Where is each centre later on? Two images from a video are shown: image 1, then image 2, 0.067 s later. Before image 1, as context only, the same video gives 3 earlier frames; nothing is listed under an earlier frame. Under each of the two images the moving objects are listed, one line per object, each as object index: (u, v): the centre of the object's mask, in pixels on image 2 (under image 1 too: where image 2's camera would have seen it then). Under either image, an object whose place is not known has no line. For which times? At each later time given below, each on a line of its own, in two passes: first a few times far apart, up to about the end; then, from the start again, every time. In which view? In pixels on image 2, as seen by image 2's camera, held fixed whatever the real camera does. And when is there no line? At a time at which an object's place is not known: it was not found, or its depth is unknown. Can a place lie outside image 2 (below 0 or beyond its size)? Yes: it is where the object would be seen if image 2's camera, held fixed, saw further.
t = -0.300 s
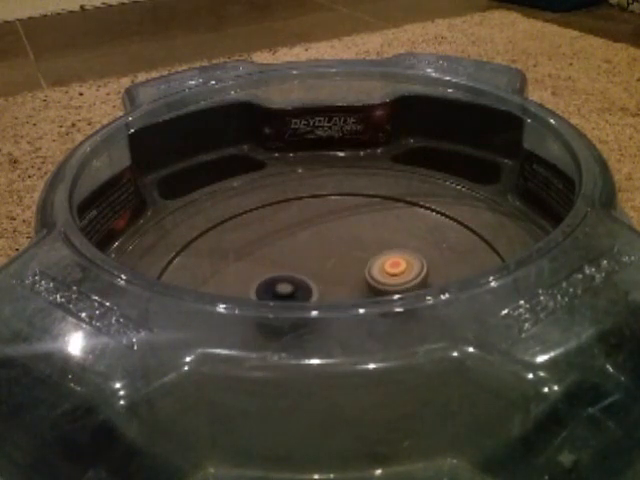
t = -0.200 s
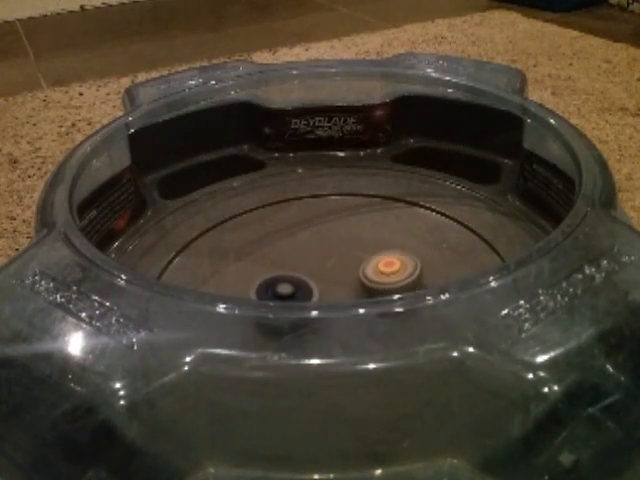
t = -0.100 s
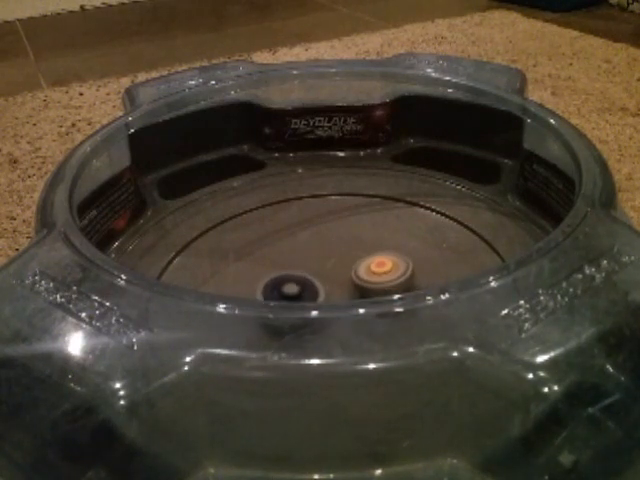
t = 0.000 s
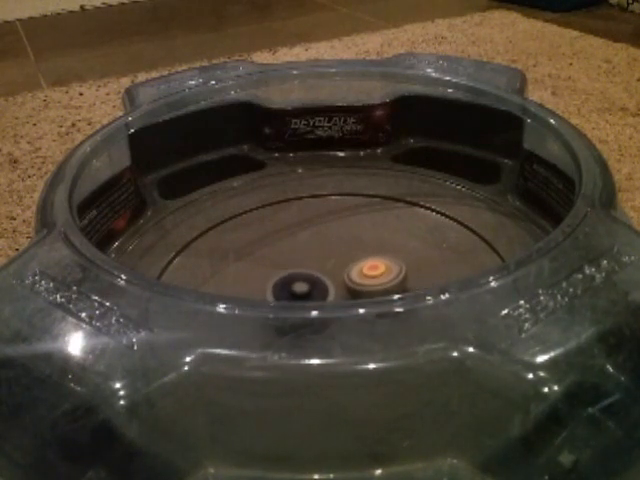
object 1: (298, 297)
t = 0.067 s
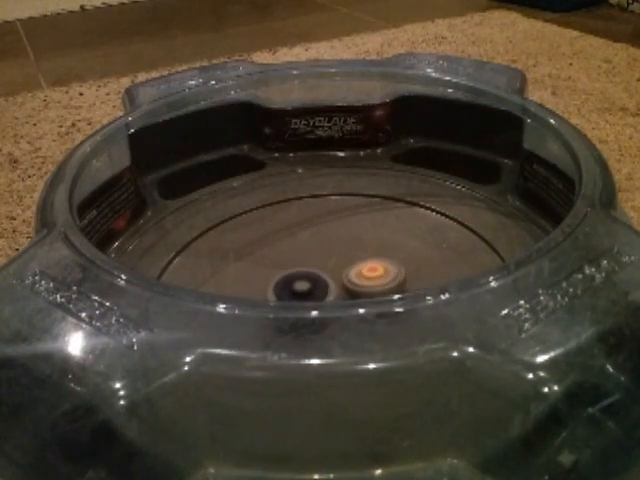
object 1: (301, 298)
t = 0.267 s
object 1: (286, 299)
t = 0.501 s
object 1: (271, 302)
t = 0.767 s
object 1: (280, 303)
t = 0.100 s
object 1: (297, 297)
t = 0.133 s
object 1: (296, 297)
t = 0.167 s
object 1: (297, 298)
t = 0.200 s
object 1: (297, 297)
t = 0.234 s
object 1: (297, 297)
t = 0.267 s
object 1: (286, 299)
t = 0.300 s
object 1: (277, 299)
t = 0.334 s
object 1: (274, 300)
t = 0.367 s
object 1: (273, 301)
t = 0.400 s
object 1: (272, 301)
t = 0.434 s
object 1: (271, 303)
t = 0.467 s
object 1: (270, 299)
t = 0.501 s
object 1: (271, 302)
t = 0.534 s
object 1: (271, 303)
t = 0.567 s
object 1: (274, 302)
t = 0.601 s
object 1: (275, 302)
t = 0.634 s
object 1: (279, 302)
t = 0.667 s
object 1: (282, 303)
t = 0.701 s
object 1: (286, 302)
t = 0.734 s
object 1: (282, 302)
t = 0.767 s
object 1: (280, 303)
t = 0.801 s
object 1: (281, 304)
